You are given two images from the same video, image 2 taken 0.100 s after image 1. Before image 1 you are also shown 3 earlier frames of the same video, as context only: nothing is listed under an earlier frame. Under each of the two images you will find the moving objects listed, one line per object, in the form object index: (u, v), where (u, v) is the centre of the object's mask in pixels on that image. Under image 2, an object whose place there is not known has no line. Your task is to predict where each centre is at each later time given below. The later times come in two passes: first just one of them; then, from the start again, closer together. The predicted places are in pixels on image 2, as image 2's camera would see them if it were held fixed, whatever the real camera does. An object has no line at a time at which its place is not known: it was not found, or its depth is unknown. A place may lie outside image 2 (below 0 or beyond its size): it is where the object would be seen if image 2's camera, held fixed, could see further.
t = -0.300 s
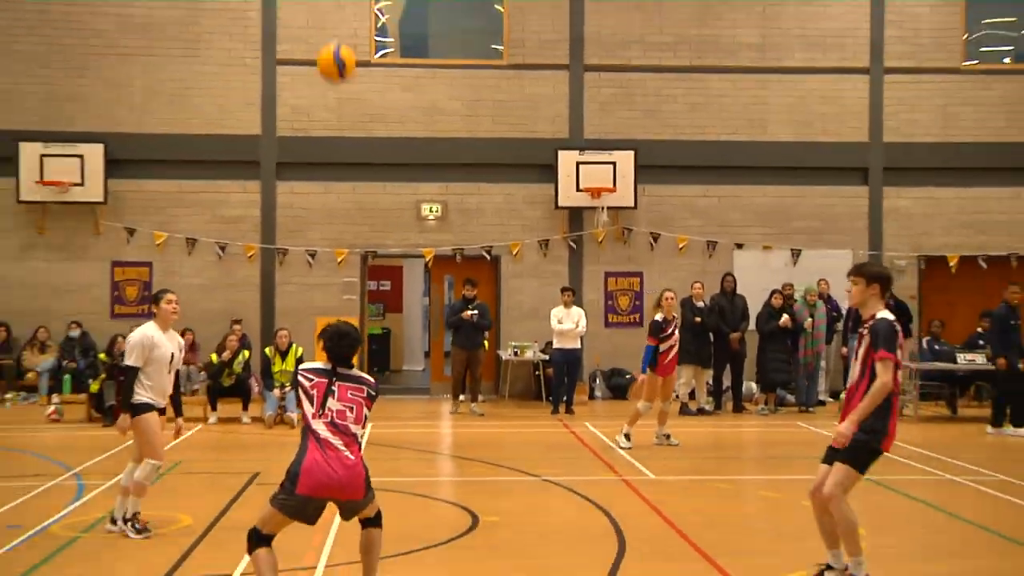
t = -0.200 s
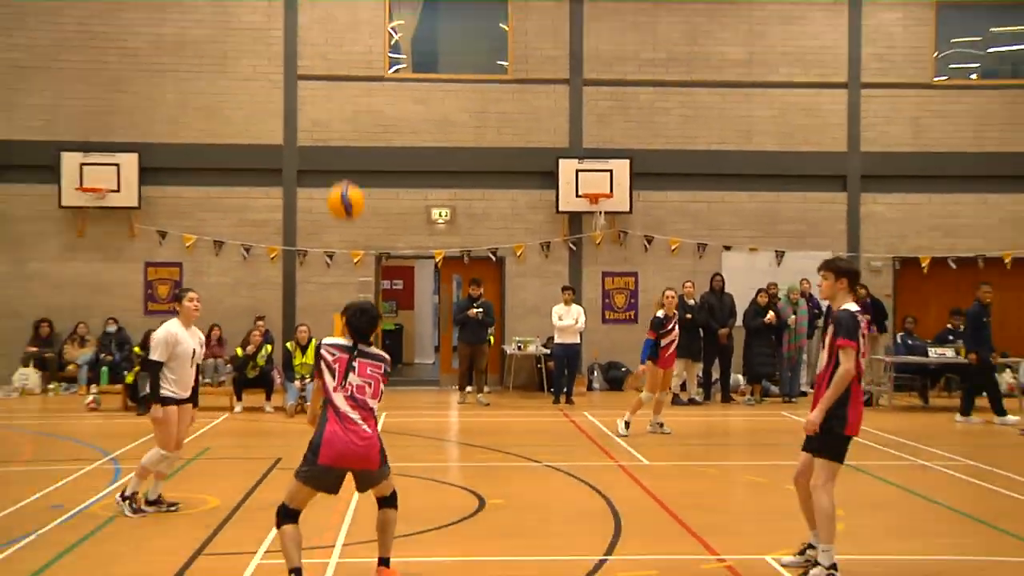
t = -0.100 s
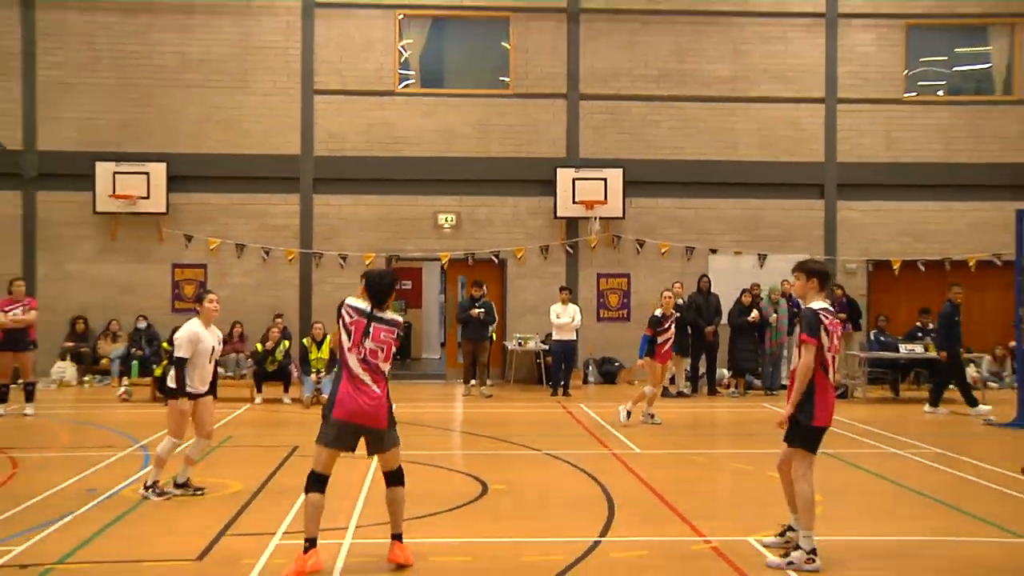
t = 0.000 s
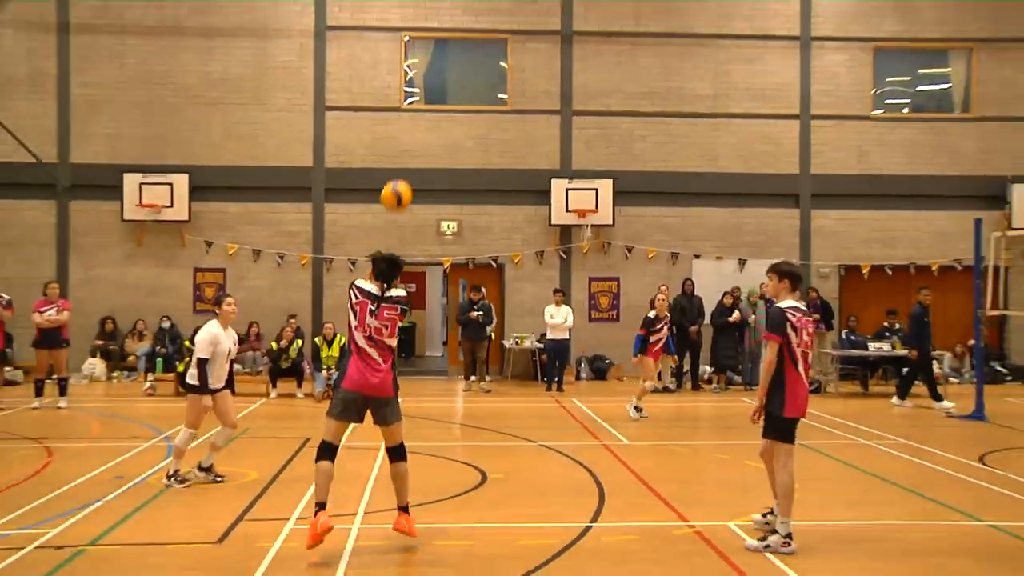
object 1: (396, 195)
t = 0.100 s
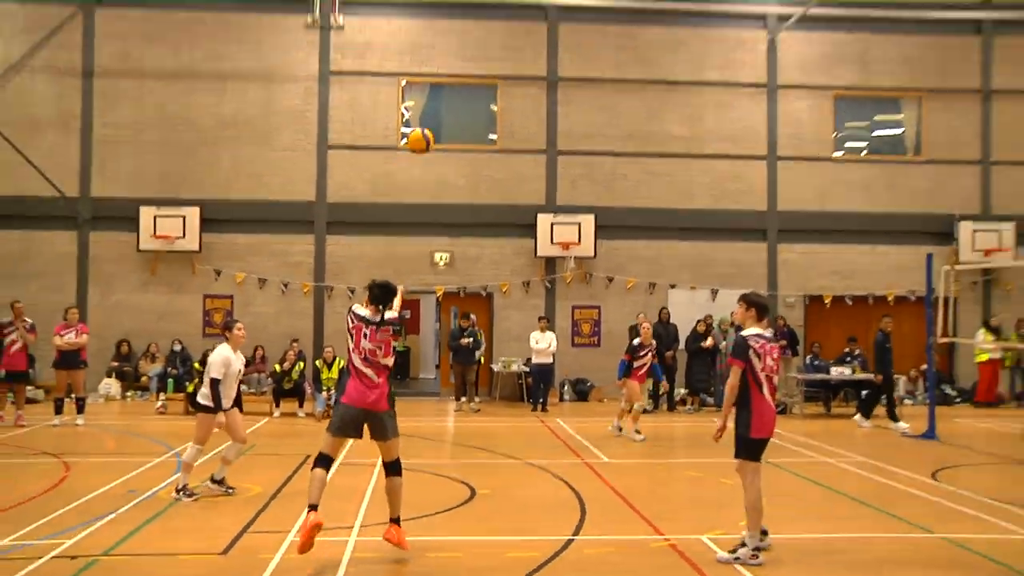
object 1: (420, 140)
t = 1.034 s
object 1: (566, 50)
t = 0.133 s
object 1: (427, 116)
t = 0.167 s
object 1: (435, 94)
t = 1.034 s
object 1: (566, 50)
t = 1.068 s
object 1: (569, 62)
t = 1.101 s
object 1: (573, 73)
